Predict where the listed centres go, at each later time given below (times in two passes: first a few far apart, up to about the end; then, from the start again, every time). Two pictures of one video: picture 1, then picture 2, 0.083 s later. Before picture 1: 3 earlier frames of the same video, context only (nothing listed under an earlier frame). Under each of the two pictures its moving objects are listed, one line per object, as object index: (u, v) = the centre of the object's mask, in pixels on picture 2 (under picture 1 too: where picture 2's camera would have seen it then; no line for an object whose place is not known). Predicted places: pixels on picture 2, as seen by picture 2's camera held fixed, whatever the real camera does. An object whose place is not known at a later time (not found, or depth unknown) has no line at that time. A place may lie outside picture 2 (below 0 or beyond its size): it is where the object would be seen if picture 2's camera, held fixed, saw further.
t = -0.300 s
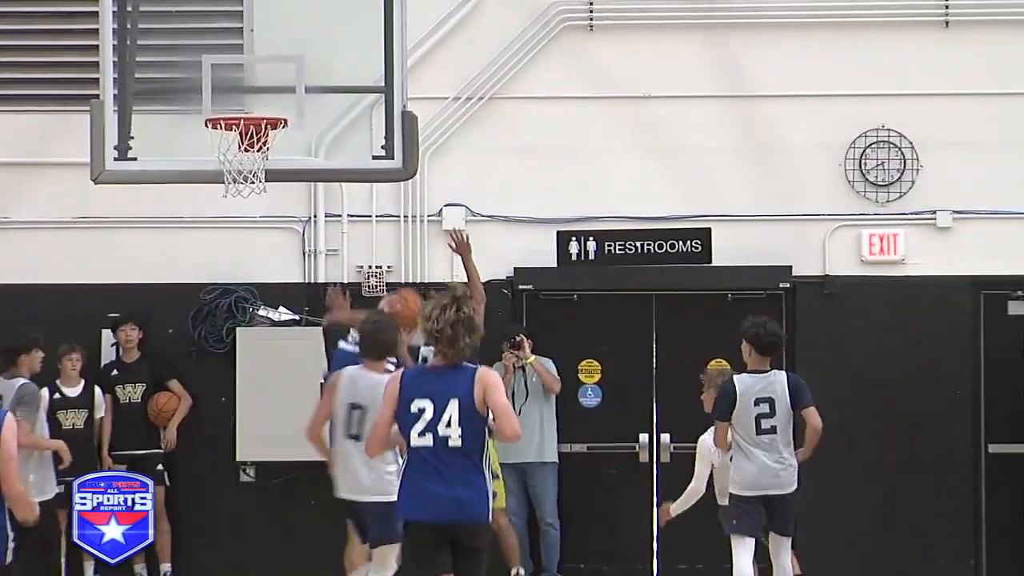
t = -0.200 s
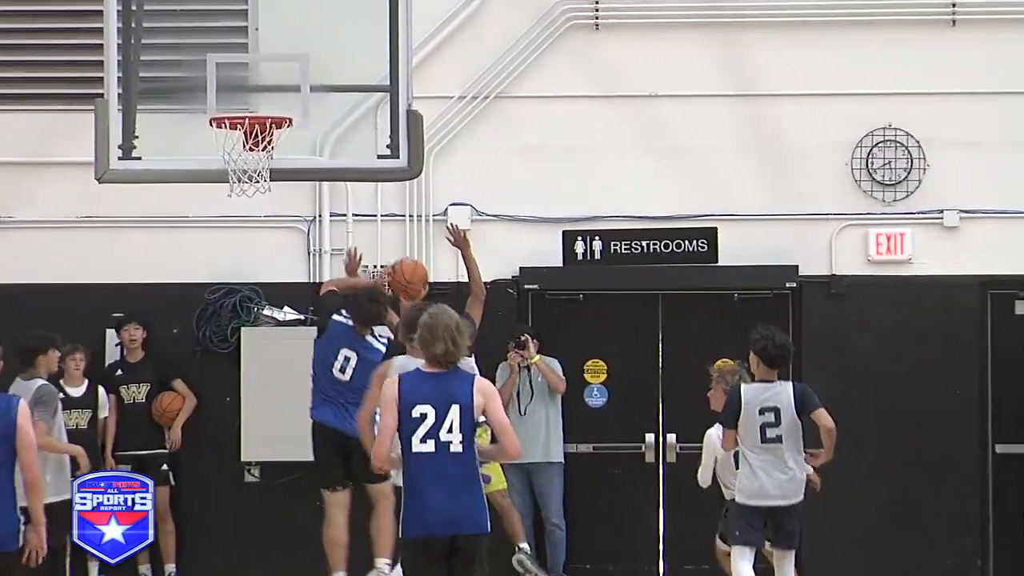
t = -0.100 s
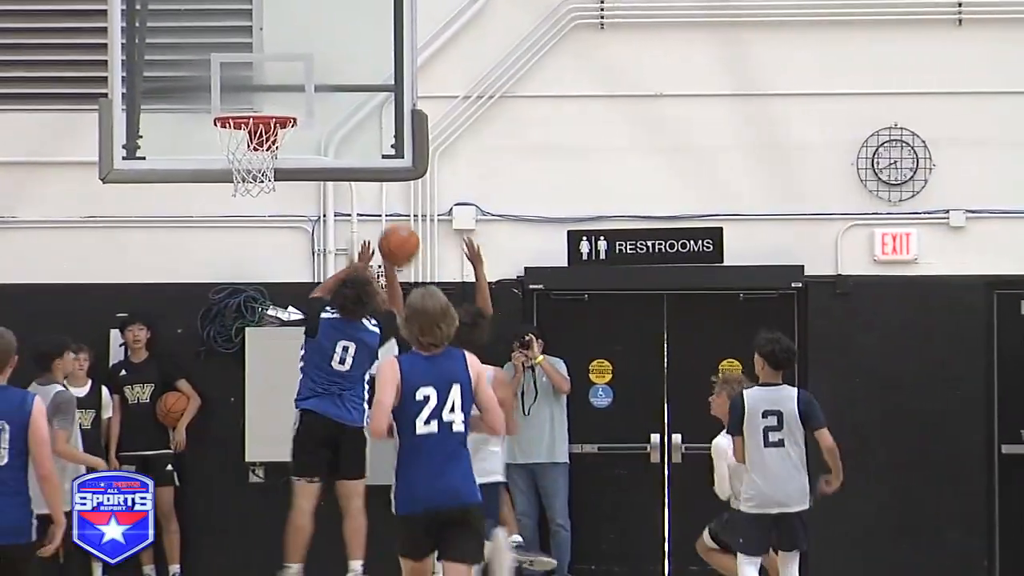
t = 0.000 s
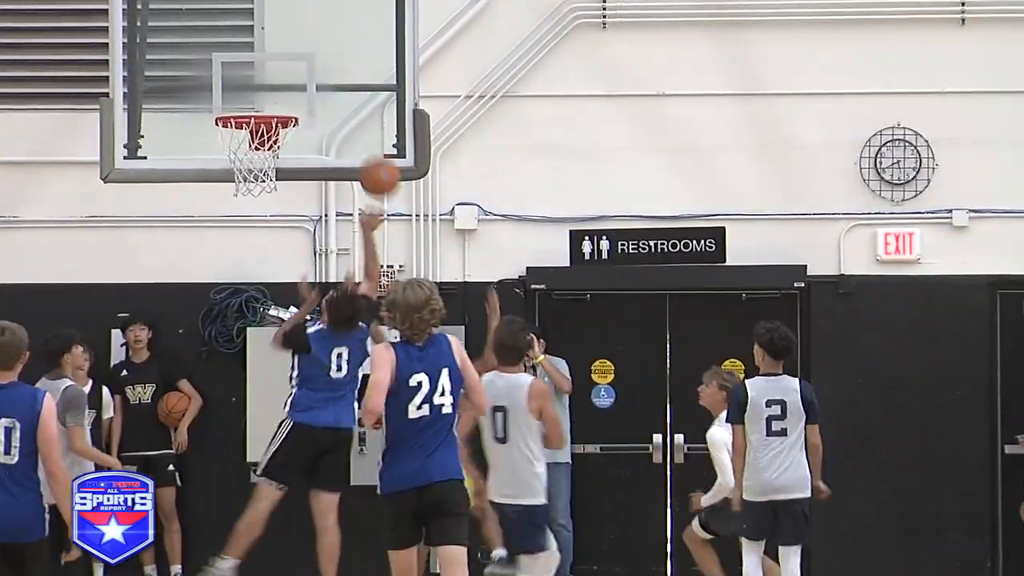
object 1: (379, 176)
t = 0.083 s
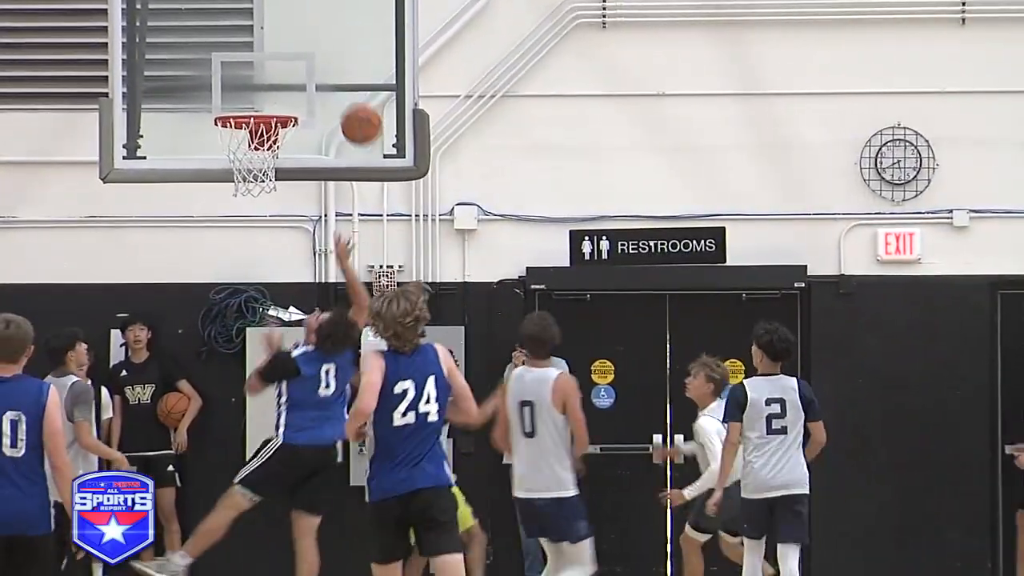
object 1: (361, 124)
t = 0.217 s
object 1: (332, 64)
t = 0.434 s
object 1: (293, 48)
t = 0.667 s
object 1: (255, 119)
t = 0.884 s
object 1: (252, 171)
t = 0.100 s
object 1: (357, 115)
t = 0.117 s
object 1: (354, 107)
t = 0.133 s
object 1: (350, 98)
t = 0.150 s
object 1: (346, 90)
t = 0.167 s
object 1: (343, 83)
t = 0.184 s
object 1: (340, 76)
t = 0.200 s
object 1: (336, 70)
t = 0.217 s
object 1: (332, 64)
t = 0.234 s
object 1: (329, 59)
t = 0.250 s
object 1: (325, 54)
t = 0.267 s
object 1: (322, 50)
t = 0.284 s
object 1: (319, 46)
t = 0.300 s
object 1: (315, 44)
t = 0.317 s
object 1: (313, 43)
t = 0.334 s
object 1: (310, 42)
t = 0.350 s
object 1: (307, 42)
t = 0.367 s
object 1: (304, 42)
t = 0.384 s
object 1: (301, 43)
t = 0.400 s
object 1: (298, 44)
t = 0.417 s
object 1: (295, 46)
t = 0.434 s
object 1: (293, 48)
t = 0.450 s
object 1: (290, 51)
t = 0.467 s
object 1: (287, 54)
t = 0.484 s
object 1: (284, 57)
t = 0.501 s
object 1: (281, 61)
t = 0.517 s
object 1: (278, 65)
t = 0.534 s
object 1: (276, 70)
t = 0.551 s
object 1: (272, 75)
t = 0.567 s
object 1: (270, 82)
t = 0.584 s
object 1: (267, 88)
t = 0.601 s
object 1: (264, 94)
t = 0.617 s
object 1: (262, 100)
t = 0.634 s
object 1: (258, 102)
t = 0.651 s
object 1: (257, 106)
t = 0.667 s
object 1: (255, 119)
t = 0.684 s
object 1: (254, 124)
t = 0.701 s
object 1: (254, 130)
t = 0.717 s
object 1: (253, 135)
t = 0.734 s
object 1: (253, 138)
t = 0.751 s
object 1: (251, 147)
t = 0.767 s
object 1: (251, 152)
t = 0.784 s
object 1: (249, 161)
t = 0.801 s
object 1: (249, 163)
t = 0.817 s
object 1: (251, 164)
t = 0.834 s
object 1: (251, 166)
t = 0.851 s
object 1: (250, 166)
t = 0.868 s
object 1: (251, 170)
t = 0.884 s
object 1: (252, 171)
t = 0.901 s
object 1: (252, 174)
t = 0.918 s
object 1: (253, 175)
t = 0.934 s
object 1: (253, 180)
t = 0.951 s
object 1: (254, 181)
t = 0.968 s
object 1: (254, 188)
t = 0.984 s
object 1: (254, 191)
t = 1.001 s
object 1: (255, 194)
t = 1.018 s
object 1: (255, 199)
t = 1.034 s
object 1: (256, 204)
